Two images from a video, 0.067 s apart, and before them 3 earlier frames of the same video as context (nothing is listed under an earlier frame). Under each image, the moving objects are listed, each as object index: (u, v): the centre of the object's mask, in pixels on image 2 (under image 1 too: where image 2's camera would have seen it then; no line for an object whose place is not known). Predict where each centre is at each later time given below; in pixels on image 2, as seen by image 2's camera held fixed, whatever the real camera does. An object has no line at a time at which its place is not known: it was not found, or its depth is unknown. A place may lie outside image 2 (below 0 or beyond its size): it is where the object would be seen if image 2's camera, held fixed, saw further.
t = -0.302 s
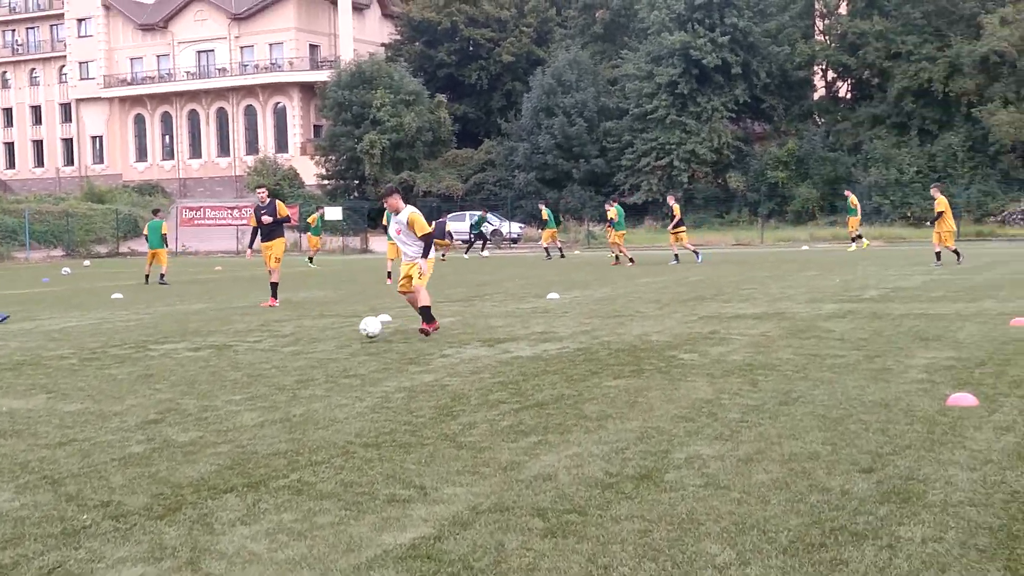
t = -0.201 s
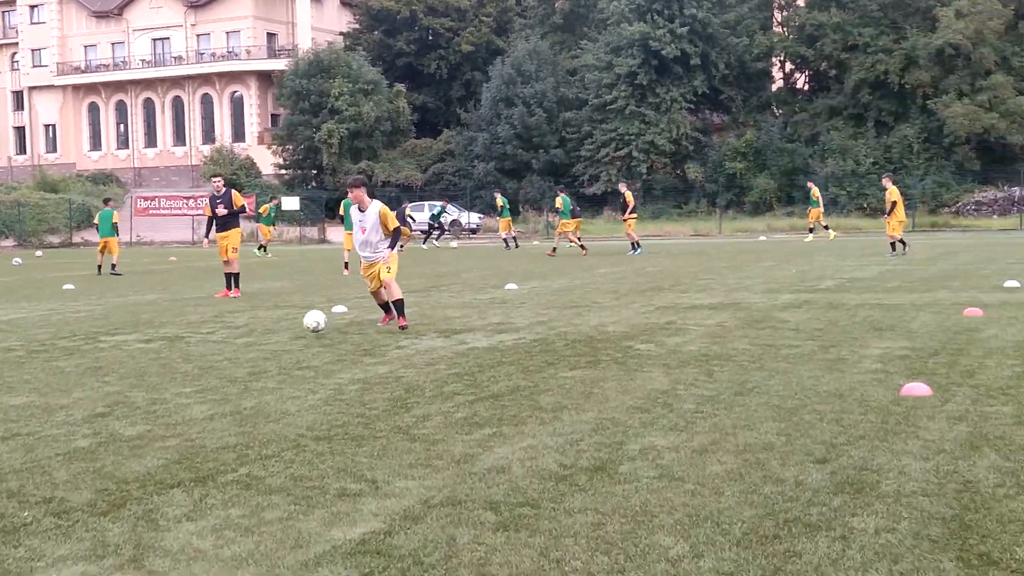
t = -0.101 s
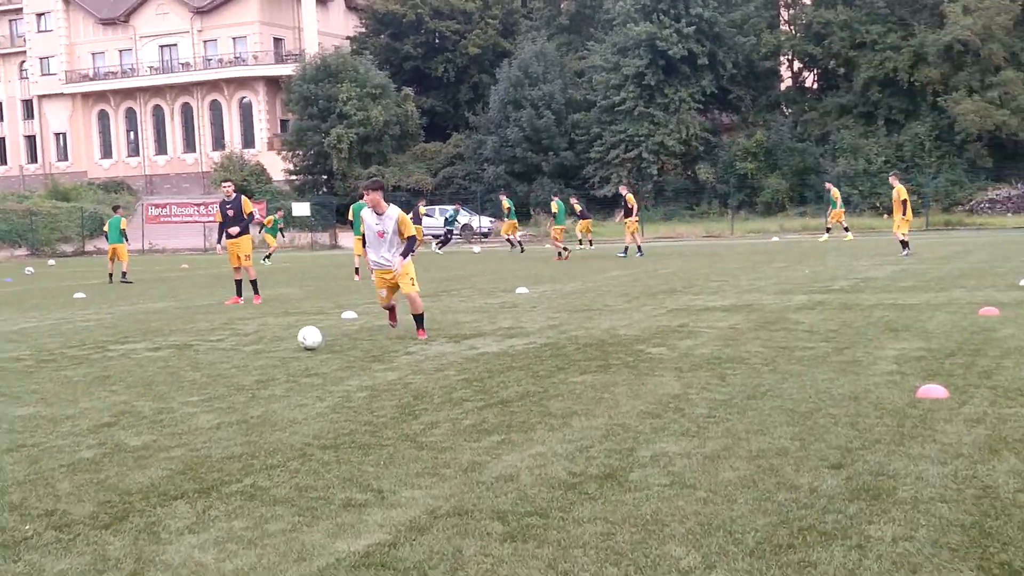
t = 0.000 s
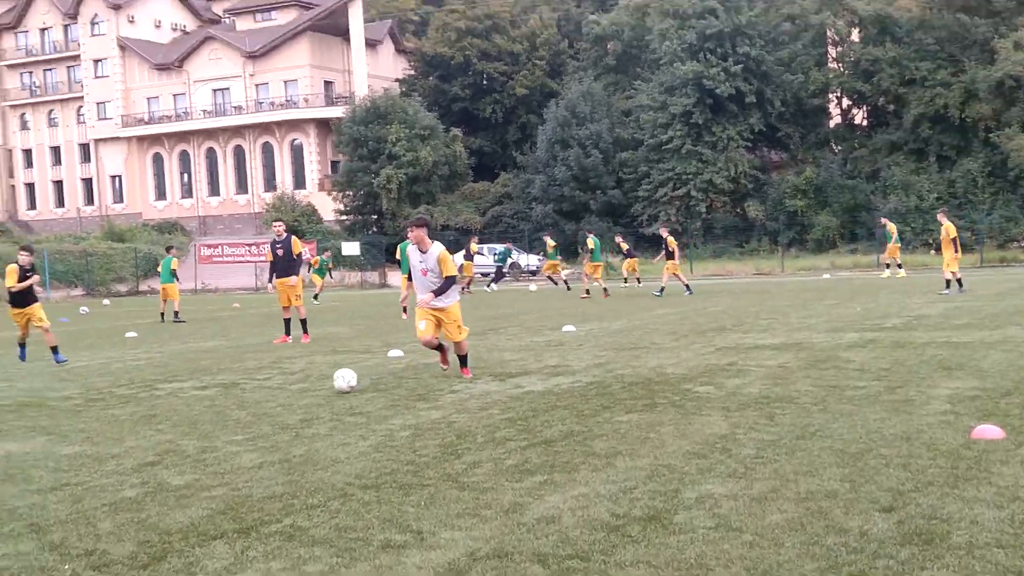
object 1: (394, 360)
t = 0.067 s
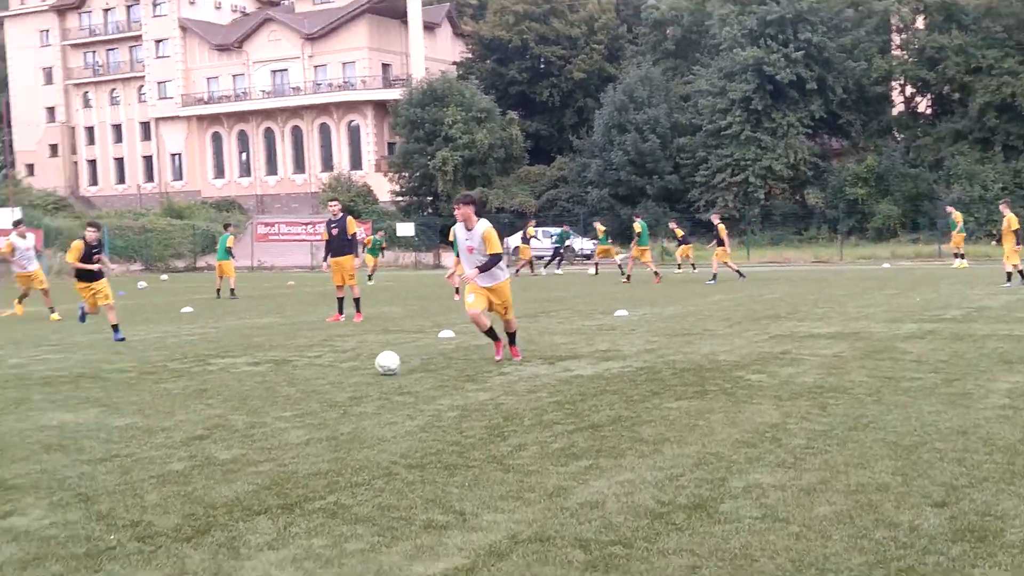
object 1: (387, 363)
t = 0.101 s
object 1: (385, 364)
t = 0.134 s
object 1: (381, 366)
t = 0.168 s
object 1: (378, 367)
